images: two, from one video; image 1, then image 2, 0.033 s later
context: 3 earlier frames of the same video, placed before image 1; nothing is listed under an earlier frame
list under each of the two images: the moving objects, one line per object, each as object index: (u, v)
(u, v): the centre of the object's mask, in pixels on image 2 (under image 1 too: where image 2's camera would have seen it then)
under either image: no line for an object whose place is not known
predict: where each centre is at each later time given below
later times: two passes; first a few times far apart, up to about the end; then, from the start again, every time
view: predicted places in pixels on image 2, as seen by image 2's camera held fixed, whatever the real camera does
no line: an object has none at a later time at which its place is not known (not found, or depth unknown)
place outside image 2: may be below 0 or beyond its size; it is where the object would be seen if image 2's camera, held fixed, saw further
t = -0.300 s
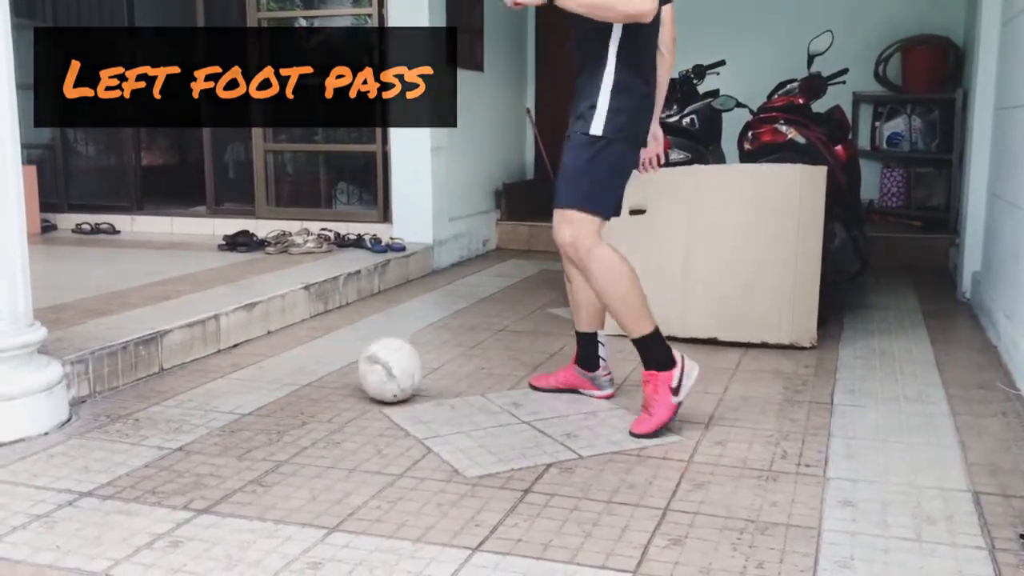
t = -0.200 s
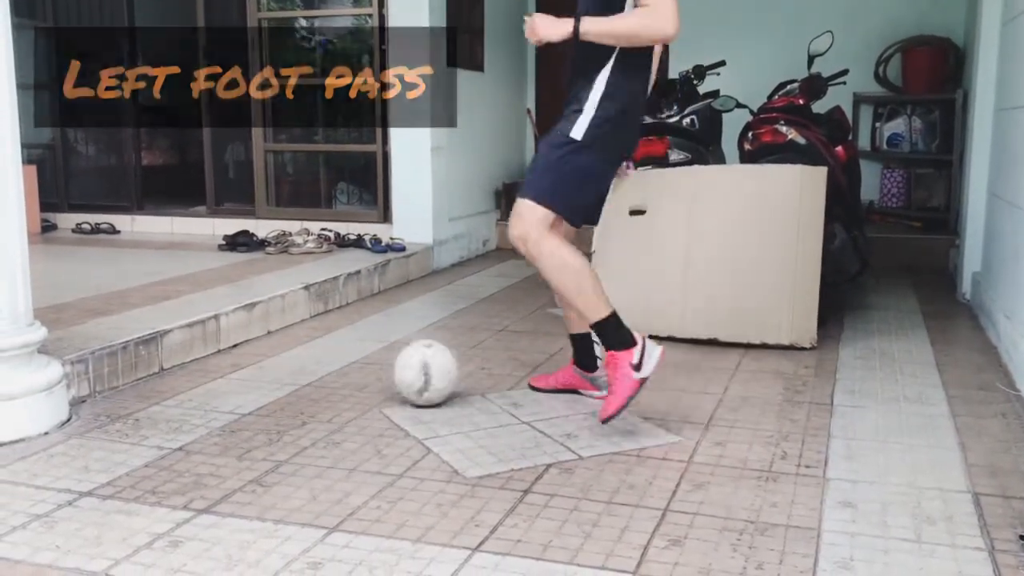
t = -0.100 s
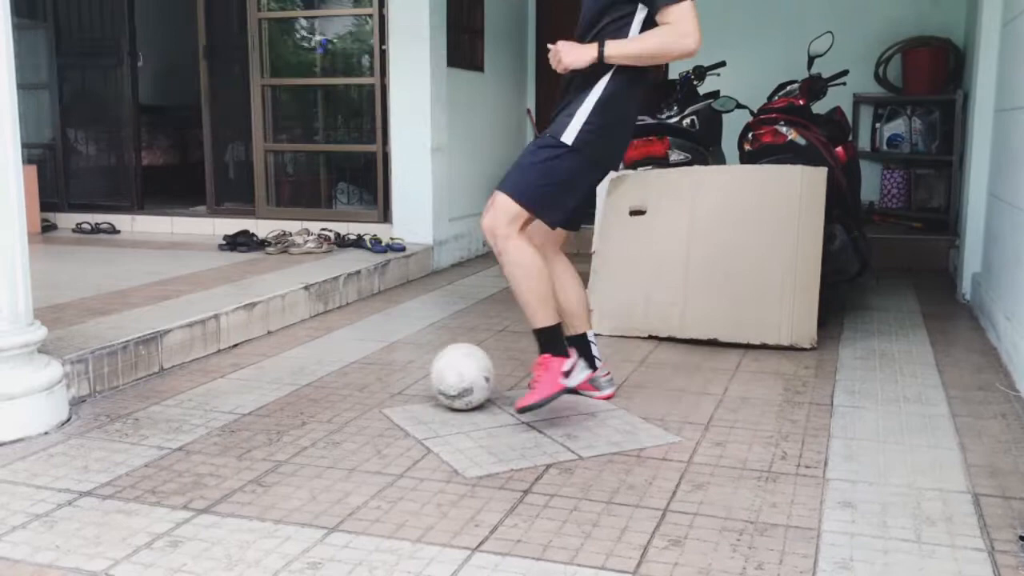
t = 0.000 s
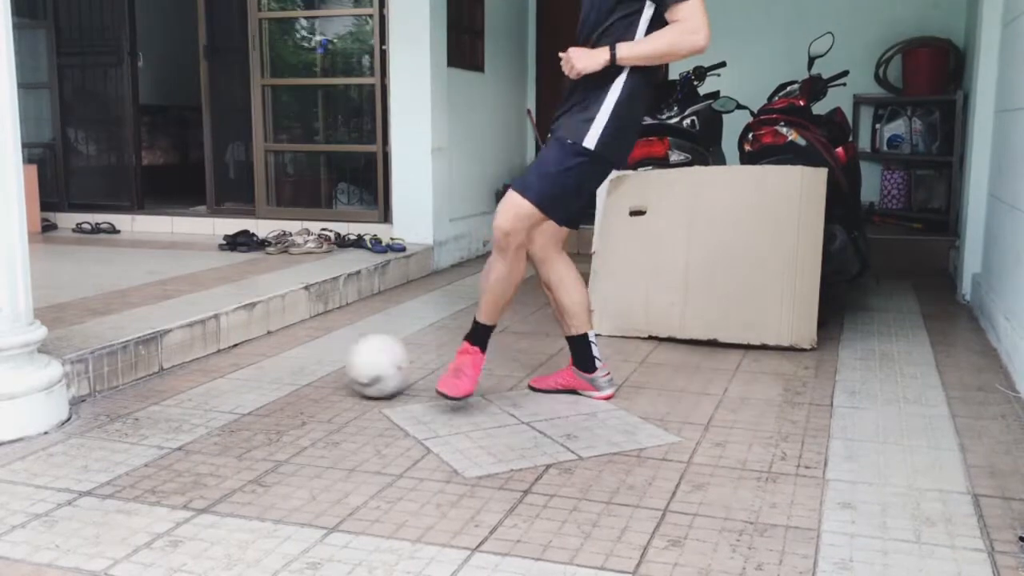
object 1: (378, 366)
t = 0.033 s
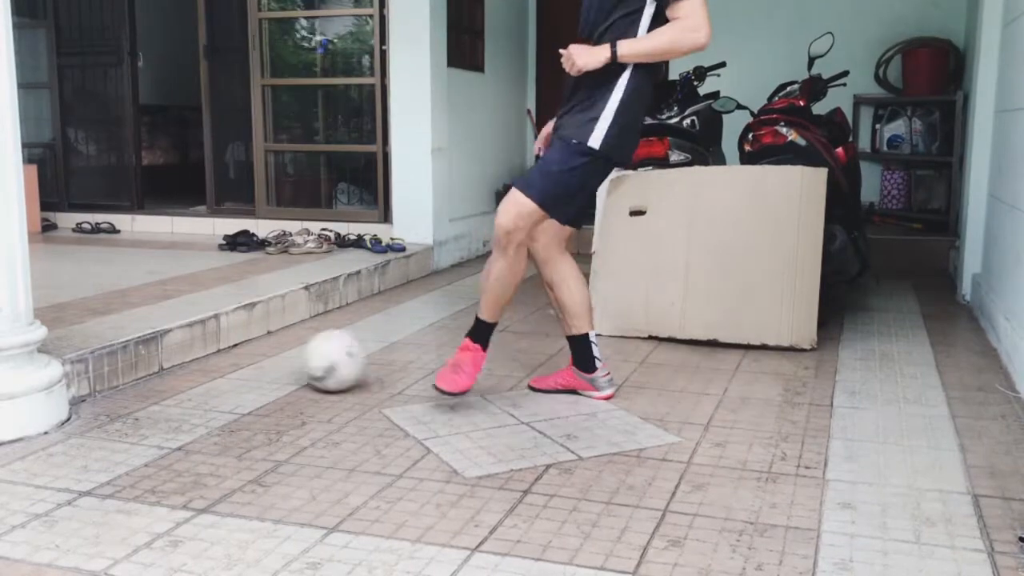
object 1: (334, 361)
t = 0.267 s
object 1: (266, 347)
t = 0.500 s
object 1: (398, 353)
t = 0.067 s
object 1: (292, 356)
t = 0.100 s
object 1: (253, 351)
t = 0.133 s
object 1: (218, 346)
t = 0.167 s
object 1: (193, 343)
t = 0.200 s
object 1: (216, 340)
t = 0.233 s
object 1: (241, 342)
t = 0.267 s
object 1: (266, 347)
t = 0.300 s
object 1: (287, 347)
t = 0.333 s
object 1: (307, 349)
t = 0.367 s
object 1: (328, 350)
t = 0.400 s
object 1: (347, 350)
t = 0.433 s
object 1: (366, 351)
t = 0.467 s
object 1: (383, 353)
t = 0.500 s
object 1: (398, 353)
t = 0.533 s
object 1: (413, 353)
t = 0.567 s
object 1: (427, 354)
